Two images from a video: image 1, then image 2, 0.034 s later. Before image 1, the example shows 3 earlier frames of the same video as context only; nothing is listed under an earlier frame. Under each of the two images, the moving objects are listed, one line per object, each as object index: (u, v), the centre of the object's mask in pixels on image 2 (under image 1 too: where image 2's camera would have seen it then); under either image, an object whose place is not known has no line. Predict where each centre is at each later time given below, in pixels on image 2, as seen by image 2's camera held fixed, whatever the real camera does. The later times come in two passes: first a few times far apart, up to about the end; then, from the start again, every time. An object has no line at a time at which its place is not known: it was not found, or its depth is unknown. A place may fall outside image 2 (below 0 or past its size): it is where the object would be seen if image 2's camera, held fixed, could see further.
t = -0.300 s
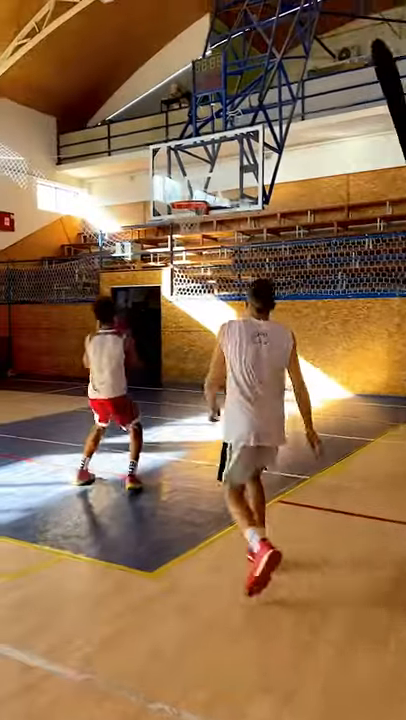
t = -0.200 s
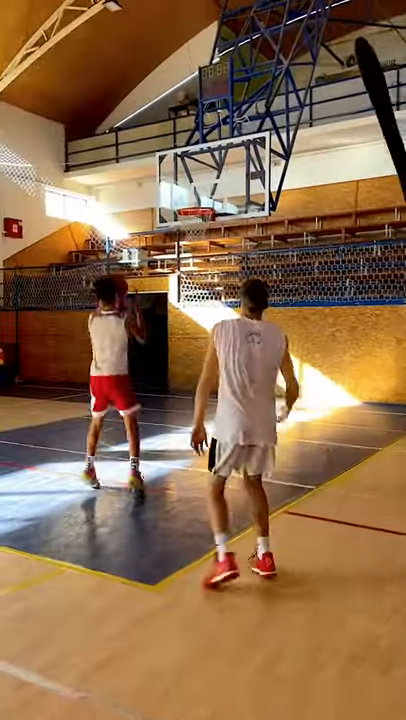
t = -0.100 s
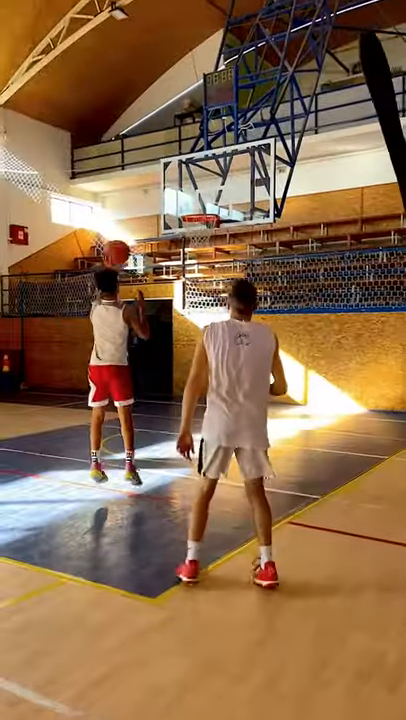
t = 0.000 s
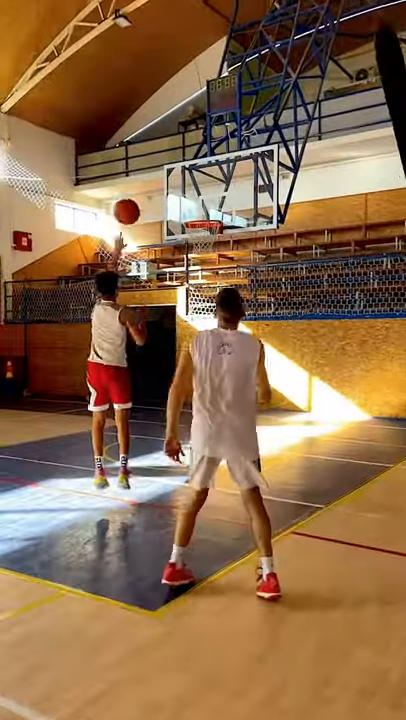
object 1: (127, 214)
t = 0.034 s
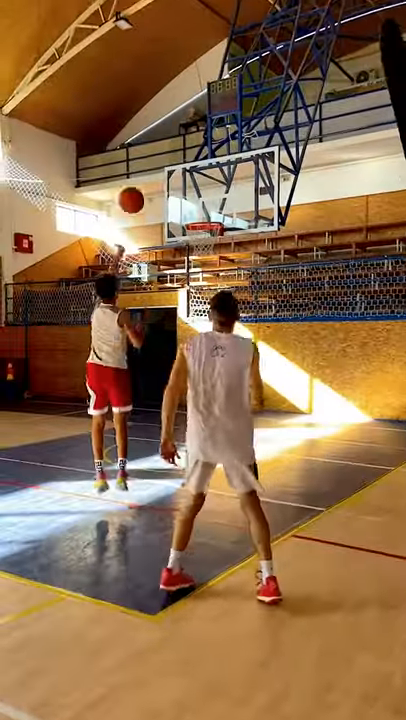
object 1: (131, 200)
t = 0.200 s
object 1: (151, 154)
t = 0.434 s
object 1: (173, 144)
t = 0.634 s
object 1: (190, 173)
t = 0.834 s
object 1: (202, 214)
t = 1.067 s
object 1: (199, 216)
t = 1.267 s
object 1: (205, 219)
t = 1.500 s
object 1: (214, 250)
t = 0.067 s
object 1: (136, 188)
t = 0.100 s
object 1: (139, 178)
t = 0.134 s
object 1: (144, 169)
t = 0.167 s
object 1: (147, 161)
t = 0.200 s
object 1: (151, 154)
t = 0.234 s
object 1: (154, 150)
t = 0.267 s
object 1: (157, 146)
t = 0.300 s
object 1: (160, 144)
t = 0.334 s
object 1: (164, 143)
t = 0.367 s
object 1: (168, 142)
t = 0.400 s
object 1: (170, 143)
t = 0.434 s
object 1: (173, 144)
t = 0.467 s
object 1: (175, 147)
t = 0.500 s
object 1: (179, 149)
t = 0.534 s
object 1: (181, 154)
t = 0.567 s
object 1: (185, 161)
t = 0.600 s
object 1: (187, 166)
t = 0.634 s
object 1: (190, 173)
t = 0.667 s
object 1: (192, 181)
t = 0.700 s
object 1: (195, 189)
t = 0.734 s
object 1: (198, 197)
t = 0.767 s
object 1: (200, 207)
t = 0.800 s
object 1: (202, 214)
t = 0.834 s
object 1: (202, 214)
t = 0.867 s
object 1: (202, 214)
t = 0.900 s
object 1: (203, 215)
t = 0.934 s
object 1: (203, 217)
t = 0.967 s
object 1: (203, 217)
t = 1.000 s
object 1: (201, 216)
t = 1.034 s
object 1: (200, 216)
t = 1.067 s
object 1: (199, 216)
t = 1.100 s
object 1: (197, 216)
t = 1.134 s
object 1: (197, 215)
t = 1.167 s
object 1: (199, 216)
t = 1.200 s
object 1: (201, 216)
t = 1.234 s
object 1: (203, 217)
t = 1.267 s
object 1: (205, 219)
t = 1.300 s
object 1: (206, 224)
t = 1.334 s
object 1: (206, 228)
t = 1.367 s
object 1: (207, 231)
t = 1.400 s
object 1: (215, 233)
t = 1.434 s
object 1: (216, 233)
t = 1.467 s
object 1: (214, 243)
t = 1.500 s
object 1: (214, 250)
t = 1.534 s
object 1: (213, 252)
